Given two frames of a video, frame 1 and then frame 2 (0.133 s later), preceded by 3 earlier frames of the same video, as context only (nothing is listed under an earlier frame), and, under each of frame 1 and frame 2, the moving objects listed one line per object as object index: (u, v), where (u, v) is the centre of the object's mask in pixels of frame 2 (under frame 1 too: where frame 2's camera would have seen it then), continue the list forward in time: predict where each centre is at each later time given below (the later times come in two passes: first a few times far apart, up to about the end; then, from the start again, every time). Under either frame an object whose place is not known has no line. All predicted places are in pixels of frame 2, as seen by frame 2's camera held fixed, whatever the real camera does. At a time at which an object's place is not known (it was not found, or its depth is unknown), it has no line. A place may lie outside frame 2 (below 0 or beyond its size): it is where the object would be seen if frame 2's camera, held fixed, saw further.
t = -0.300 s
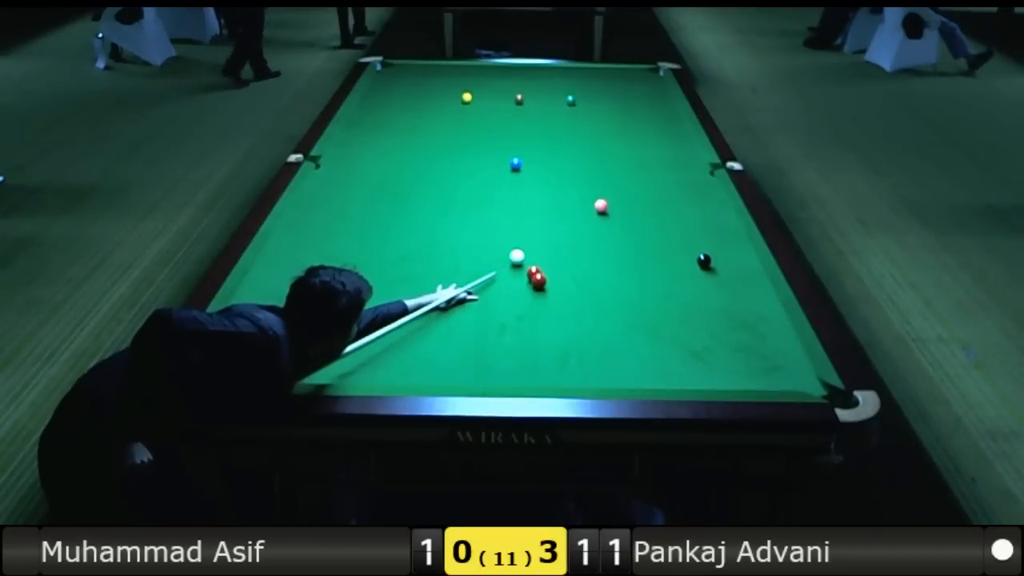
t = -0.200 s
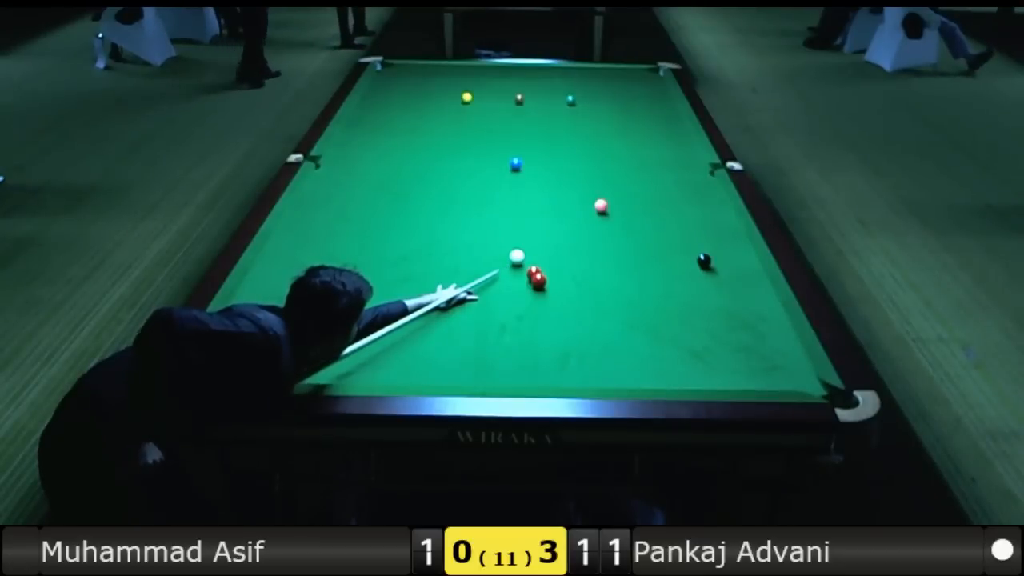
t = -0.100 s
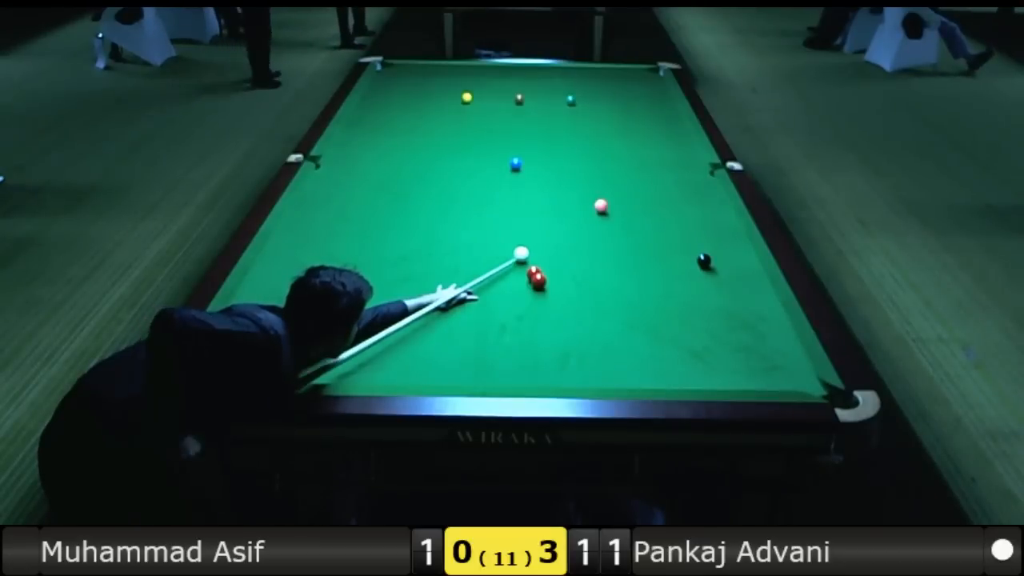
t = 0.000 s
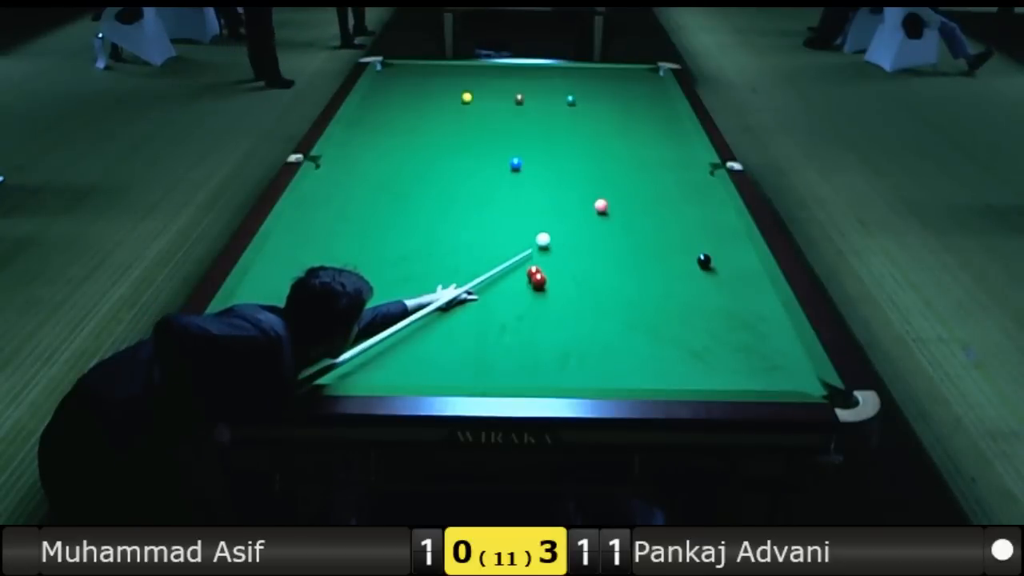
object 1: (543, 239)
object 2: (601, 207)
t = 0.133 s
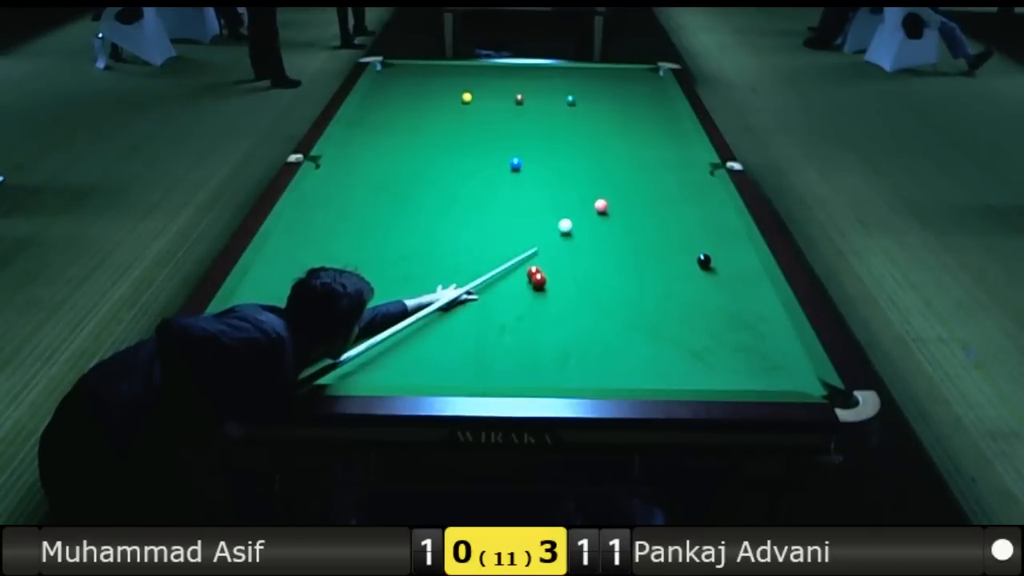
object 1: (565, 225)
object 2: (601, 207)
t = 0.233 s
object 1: (577, 217)
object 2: (601, 207)
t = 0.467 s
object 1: (590, 206)
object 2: (614, 202)
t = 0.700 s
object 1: (589, 200)
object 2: (634, 194)
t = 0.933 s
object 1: (589, 194)
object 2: (652, 188)
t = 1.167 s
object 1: (588, 189)
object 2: (669, 181)
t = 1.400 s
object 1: (588, 185)
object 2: (685, 175)
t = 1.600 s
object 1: (588, 182)
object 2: (697, 171)
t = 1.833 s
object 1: (588, 178)
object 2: (710, 167)
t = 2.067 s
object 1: (587, 175)
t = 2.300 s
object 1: (587, 172)
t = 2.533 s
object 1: (586, 170)
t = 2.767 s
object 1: (586, 168)
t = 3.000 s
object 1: (585, 167)
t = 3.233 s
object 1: (585, 166)
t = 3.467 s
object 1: (585, 165)
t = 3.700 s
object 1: (584, 165)
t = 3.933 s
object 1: (584, 164)
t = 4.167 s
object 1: (584, 164)
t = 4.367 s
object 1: (584, 164)
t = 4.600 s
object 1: (584, 164)
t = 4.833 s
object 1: (584, 164)
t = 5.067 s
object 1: (584, 164)
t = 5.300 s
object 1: (584, 164)
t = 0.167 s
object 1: (569, 223)
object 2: (601, 207)
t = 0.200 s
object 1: (573, 220)
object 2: (601, 207)
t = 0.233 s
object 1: (577, 217)
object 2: (601, 207)
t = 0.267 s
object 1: (581, 215)
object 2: (601, 207)
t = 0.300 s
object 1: (585, 212)
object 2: (601, 207)
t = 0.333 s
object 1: (589, 210)
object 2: (601, 206)
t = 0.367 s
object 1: (591, 208)
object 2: (603, 206)
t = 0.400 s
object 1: (590, 207)
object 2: (607, 204)
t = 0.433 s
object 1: (590, 207)
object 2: (611, 203)
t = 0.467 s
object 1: (590, 206)
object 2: (614, 202)
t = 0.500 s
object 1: (589, 205)
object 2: (617, 201)
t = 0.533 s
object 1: (589, 204)
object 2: (620, 199)
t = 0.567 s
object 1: (589, 203)
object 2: (623, 198)
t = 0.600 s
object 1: (589, 202)
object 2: (626, 197)
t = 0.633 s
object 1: (589, 201)
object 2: (629, 196)
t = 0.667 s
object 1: (589, 200)
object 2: (632, 195)
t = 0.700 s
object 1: (589, 200)
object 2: (634, 194)
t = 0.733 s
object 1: (589, 199)
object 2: (637, 193)
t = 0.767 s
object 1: (589, 198)
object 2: (640, 192)
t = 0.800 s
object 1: (589, 197)
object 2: (642, 191)
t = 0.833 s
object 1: (589, 196)
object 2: (645, 190)
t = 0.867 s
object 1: (589, 196)
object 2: (647, 189)
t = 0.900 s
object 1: (589, 195)
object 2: (650, 189)
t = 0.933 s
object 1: (589, 194)
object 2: (652, 188)
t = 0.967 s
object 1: (589, 194)
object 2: (655, 187)
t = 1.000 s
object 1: (588, 193)
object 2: (657, 186)
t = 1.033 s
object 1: (588, 192)
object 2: (660, 185)
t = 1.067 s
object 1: (588, 191)
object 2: (662, 184)
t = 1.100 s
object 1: (588, 191)
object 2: (665, 183)
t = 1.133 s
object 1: (588, 190)
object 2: (667, 182)
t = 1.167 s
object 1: (588, 189)
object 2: (669, 181)
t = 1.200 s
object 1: (588, 189)
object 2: (672, 180)
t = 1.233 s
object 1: (588, 188)
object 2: (674, 180)
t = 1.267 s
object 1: (588, 187)
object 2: (676, 179)
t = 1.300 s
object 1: (588, 187)
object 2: (678, 178)
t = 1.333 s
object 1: (588, 186)
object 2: (680, 177)
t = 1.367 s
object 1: (588, 186)
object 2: (683, 176)
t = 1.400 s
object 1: (588, 185)
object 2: (685, 175)
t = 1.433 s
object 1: (588, 184)
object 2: (687, 175)
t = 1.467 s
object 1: (588, 184)
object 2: (689, 174)
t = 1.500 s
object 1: (588, 183)
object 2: (691, 173)
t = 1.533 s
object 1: (588, 183)
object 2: (693, 172)
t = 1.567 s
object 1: (588, 182)
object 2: (695, 172)
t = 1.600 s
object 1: (588, 182)
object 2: (697, 171)
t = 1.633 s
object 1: (588, 181)
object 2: (699, 170)
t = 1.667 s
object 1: (588, 181)
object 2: (701, 170)
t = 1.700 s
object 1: (588, 180)
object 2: (703, 169)
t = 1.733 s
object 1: (588, 180)
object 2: (705, 168)
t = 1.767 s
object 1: (588, 179)
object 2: (707, 167)
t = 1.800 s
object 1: (588, 179)
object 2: (709, 167)
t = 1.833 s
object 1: (588, 178)
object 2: (710, 167)
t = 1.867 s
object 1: (588, 178)
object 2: (711, 167)
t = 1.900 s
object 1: (588, 177)
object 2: (712, 169)
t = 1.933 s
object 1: (588, 177)
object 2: (713, 172)
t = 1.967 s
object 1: (587, 176)
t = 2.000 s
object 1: (587, 176)
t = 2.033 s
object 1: (587, 176)
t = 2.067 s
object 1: (587, 175)
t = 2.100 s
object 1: (587, 175)
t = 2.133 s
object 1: (587, 174)
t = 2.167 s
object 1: (587, 174)
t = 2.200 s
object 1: (587, 173)
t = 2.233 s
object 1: (587, 173)
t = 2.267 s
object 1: (587, 173)
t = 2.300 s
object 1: (587, 172)
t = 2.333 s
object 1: (587, 172)
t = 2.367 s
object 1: (587, 172)
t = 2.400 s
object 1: (587, 172)
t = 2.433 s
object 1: (587, 171)
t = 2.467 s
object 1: (587, 171)
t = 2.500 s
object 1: (587, 171)
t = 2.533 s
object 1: (586, 170)
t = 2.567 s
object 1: (586, 170)
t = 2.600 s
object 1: (586, 170)
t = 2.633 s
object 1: (586, 169)
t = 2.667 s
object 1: (586, 169)
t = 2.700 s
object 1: (586, 169)
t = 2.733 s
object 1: (586, 168)
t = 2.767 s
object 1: (586, 168)
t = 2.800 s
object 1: (586, 168)
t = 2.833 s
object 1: (586, 168)
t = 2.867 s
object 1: (586, 168)
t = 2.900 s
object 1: (585, 167)
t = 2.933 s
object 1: (585, 167)
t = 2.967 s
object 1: (585, 167)
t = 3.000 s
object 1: (585, 167)
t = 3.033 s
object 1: (585, 167)
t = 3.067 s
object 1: (585, 166)
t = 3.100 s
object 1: (585, 166)
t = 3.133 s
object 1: (585, 166)
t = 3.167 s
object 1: (585, 166)
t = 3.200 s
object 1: (585, 166)
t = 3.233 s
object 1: (585, 166)
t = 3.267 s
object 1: (585, 166)
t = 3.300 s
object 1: (585, 165)
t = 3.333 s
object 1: (585, 165)
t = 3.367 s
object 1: (585, 165)
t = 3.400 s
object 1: (585, 165)
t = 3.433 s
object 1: (585, 165)
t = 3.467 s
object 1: (585, 165)
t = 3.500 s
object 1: (585, 165)
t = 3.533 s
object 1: (585, 165)
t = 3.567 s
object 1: (584, 165)
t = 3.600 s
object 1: (584, 165)
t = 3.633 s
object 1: (585, 165)
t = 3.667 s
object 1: (584, 164)
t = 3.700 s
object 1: (584, 165)
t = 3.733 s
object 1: (584, 165)
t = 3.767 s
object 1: (584, 165)
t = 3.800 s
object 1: (584, 164)
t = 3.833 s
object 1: (584, 164)
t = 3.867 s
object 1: (584, 164)
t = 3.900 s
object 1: (584, 164)
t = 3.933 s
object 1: (584, 164)
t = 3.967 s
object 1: (584, 164)
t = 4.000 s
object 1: (584, 164)
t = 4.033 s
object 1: (584, 164)
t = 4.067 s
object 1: (584, 164)
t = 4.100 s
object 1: (584, 164)
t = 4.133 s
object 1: (584, 164)
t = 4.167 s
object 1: (584, 164)
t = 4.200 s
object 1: (584, 164)
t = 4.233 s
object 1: (584, 164)
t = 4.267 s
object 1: (584, 164)
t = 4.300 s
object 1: (584, 164)
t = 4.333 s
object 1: (584, 164)
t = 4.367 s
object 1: (584, 164)
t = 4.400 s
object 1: (584, 164)
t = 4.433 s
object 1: (584, 164)
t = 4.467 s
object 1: (584, 164)
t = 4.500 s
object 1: (584, 164)
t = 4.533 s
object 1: (584, 164)
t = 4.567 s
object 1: (584, 164)
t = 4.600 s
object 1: (584, 164)
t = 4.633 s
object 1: (584, 164)
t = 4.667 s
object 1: (584, 164)
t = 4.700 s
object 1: (584, 164)
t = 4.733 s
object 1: (584, 164)
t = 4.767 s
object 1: (584, 164)
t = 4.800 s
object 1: (584, 164)
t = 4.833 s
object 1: (584, 164)
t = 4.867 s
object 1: (584, 164)
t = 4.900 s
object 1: (584, 164)
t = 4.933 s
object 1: (584, 164)
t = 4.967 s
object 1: (584, 164)
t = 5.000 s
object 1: (584, 164)
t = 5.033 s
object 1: (584, 164)
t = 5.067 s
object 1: (584, 164)
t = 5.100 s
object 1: (584, 164)
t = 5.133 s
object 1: (584, 164)
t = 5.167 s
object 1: (584, 164)
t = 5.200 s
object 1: (584, 164)
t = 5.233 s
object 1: (584, 164)
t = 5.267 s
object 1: (584, 164)
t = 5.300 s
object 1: (584, 164)
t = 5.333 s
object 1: (584, 164)
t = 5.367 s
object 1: (584, 164)
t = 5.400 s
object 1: (584, 164)
